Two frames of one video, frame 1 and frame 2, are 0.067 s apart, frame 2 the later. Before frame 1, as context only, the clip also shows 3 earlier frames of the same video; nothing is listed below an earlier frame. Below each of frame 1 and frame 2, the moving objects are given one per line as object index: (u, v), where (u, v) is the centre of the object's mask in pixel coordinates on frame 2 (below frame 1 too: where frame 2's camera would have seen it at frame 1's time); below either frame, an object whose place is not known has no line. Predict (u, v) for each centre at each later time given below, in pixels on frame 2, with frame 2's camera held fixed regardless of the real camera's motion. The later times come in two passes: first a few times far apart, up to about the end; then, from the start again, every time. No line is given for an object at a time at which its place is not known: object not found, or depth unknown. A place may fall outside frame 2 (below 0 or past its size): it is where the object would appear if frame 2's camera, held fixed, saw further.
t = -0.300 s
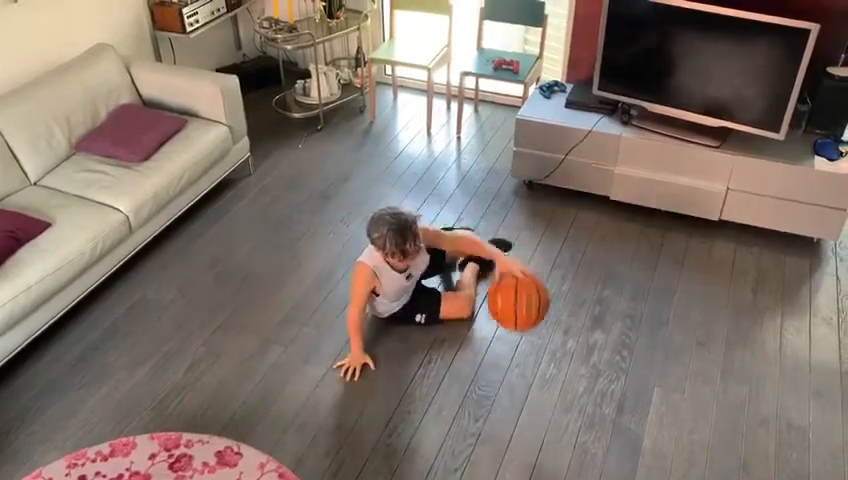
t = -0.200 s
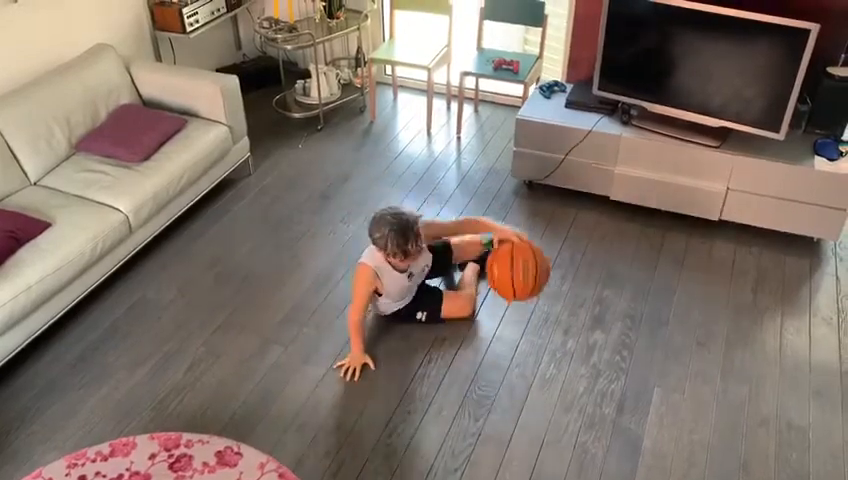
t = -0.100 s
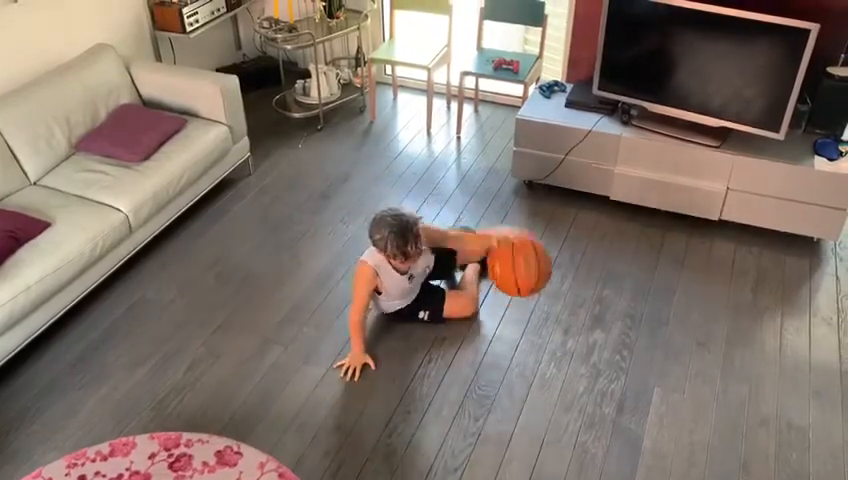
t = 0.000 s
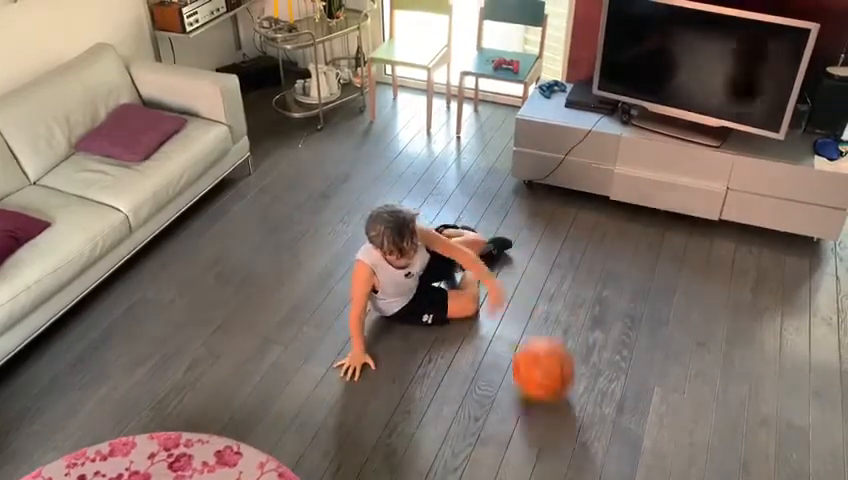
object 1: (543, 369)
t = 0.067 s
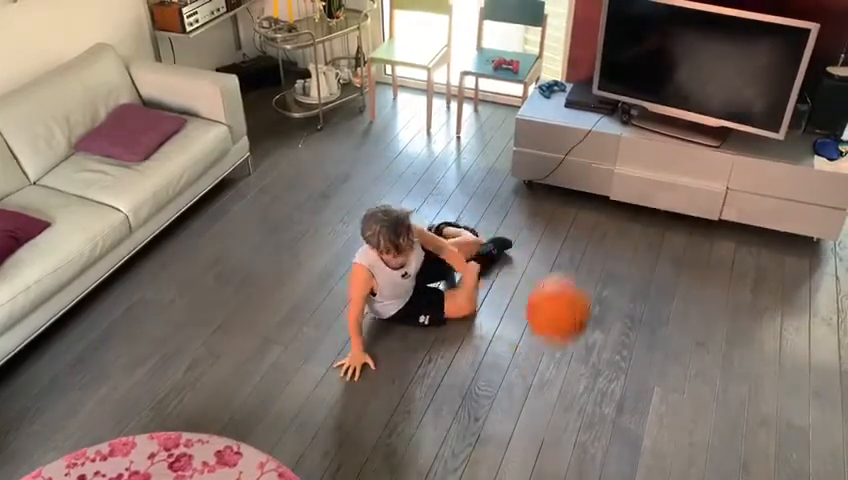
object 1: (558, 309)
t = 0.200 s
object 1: (592, 184)
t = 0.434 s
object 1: (651, 28)
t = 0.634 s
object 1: (682, 18)
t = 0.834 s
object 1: (688, 97)
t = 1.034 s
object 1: (669, 264)
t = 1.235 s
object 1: (687, 244)
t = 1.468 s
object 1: (731, 127)
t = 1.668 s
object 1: (743, 122)
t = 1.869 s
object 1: (730, 210)
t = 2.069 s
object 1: (721, 280)
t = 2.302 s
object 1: (765, 176)
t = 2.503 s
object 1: (780, 169)
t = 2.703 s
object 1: (766, 243)
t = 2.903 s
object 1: (778, 237)
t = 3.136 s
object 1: (806, 193)
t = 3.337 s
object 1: (802, 237)
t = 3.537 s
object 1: (810, 230)
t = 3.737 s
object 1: (824, 205)
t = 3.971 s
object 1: (808, 256)
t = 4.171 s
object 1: (823, 209)
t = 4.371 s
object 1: (815, 227)
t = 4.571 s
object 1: (820, 212)
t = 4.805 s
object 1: (818, 225)
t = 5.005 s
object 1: (823, 223)
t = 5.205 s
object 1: (819, 244)
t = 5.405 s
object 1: (828, 236)
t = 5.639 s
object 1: (830, 249)
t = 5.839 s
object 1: (832, 261)
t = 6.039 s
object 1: (841, 258)
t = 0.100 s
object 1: (566, 276)
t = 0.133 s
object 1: (575, 243)
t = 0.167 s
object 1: (583, 213)
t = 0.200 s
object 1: (592, 184)
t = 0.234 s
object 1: (602, 154)
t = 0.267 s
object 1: (612, 124)
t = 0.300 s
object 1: (620, 97)
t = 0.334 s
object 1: (629, 75)
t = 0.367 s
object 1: (636, 53)
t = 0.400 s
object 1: (644, 37)
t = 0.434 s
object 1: (651, 28)
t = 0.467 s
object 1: (657, 22)
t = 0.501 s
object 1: (664, 18)
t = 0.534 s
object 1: (669, 16)
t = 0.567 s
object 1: (674, 15)
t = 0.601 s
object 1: (678, 16)
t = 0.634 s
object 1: (682, 18)
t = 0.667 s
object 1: (686, 22)
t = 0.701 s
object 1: (688, 28)
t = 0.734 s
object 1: (690, 38)
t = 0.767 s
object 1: (690, 54)
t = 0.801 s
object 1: (690, 74)
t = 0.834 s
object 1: (688, 97)
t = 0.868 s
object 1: (687, 123)
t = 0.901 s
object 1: (686, 149)
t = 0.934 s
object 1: (682, 179)
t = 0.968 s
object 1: (677, 210)
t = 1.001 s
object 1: (674, 235)
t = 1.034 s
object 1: (669, 264)
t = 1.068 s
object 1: (668, 295)
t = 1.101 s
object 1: (665, 325)
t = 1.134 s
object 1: (667, 316)
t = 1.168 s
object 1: (675, 291)
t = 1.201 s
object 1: (681, 266)
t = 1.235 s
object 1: (687, 244)
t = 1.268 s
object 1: (695, 222)
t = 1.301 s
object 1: (701, 202)
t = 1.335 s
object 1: (711, 183)
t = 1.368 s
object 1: (717, 165)
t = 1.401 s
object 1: (722, 150)
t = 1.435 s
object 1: (726, 137)
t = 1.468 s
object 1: (731, 127)
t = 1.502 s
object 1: (734, 119)
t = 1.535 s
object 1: (738, 115)
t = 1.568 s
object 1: (740, 113)
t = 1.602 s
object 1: (742, 114)
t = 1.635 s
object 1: (743, 116)
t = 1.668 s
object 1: (743, 122)
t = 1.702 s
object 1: (744, 131)
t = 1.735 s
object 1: (743, 142)
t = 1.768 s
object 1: (741, 156)
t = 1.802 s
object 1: (738, 171)
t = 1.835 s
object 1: (734, 189)
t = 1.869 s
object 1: (730, 210)
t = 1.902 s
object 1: (725, 230)
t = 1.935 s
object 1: (722, 250)
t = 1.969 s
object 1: (717, 272)
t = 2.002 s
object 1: (715, 298)
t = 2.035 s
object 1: (715, 302)
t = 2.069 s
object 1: (721, 280)
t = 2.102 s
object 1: (726, 260)
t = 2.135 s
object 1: (734, 242)
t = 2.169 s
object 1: (740, 226)
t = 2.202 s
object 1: (748, 211)
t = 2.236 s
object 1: (754, 197)
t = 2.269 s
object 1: (759, 186)
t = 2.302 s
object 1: (765, 176)
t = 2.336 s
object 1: (769, 169)
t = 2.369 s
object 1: (774, 164)
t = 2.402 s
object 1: (776, 162)
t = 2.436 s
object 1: (778, 162)
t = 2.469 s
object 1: (779, 164)
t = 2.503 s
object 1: (780, 169)
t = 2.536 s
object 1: (779, 176)
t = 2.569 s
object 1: (778, 186)
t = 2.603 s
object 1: (776, 198)
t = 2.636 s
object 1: (774, 211)
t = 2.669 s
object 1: (769, 226)
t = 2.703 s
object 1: (766, 243)
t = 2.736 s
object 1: (763, 258)
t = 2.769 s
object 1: (759, 277)
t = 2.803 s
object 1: (760, 281)
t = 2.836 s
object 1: (767, 265)
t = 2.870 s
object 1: (772, 251)
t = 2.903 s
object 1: (778, 237)
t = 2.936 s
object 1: (784, 225)
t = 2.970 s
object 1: (790, 216)
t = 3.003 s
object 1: (795, 207)
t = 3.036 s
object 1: (799, 200)
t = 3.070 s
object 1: (803, 195)
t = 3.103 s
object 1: (805, 193)
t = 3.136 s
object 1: (806, 193)
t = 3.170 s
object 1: (807, 195)
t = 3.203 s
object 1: (808, 199)
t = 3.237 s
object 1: (807, 206)
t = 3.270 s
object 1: (807, 214)
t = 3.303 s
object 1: (805, 225)
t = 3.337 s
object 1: (802, 237)
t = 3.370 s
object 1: (800, 250)
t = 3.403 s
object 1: (798, 264)
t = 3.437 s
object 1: (798, 266)
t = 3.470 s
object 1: (801, 253)
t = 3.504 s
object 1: (807, 240)
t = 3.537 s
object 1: (810, 230)
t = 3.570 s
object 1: (815, 221)
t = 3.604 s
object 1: (818, 214)
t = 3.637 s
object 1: (821, 208)
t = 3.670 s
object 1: (823, 205)
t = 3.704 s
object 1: (823, 205)
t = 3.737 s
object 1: (824, 205)
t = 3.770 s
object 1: (823, 207)
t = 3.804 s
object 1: (822, 212)
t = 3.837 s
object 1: (819, 219)
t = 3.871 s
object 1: (817, 227)
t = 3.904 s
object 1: (813, 239)
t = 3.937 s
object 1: (810, 250)
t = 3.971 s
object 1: (808, 256)
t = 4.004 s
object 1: (812, 245)
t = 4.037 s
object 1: (816, 233)
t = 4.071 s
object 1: (818, 224)
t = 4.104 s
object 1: (821, 218)
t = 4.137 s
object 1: (822, 212)
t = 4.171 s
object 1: (823, 209)
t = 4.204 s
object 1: (823, 207)
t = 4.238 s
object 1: (823, 207)
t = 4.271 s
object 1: (822, 209)
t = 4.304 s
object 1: (820, 213)
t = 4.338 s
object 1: (818, 220)
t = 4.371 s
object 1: (815, 227)
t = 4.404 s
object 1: (811, 237)
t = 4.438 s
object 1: (808, 245)
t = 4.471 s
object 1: (812, 234)
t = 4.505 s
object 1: (817, 224)
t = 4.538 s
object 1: (818, 218)
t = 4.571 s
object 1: (820, 212)
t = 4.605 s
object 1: (822, 208)
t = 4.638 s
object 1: (823, 206)
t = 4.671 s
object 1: (823, 206)
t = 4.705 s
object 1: (823, 208)
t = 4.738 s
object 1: (821, 212)
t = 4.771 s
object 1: (820, 217)
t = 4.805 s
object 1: (818, 225)
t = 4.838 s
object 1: (816, 233)
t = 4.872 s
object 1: (812, 244)
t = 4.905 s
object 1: (815, 238)
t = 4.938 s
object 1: (819, 230)
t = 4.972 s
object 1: (821, 225)
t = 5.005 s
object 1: (823, 223)
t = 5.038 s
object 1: (824, 222)
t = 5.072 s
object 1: (824, 223)
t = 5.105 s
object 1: (824, 225)
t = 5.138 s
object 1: (823, 229)
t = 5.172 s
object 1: (821, 236)
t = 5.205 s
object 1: (819, 244)
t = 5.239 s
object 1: (817, 252)
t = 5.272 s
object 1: (820, 247)
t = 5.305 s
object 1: (823, 241)
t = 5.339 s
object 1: (825, 238)
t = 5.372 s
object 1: (827, 236)
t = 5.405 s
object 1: (828, 236)
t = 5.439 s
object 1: (828, 238)
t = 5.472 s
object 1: (828, 241)
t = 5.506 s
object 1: (827, 246)
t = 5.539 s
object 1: (825, 253)
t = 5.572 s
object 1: (824, 259)
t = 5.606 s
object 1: (828, 253)
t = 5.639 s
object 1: (830, 249)
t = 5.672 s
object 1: (832, 247)
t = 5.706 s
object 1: (833, 247)
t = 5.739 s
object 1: (834, 248)
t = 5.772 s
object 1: (834, 250)
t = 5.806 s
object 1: (834, 255)
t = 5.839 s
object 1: (832, 261)
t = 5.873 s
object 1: (832, 263)
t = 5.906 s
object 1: (836, 258)
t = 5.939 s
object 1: (838, 256)
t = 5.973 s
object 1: (839, 255)
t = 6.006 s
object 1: (841, 256)
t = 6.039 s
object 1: (841, 258)
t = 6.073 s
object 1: (841, 263)
